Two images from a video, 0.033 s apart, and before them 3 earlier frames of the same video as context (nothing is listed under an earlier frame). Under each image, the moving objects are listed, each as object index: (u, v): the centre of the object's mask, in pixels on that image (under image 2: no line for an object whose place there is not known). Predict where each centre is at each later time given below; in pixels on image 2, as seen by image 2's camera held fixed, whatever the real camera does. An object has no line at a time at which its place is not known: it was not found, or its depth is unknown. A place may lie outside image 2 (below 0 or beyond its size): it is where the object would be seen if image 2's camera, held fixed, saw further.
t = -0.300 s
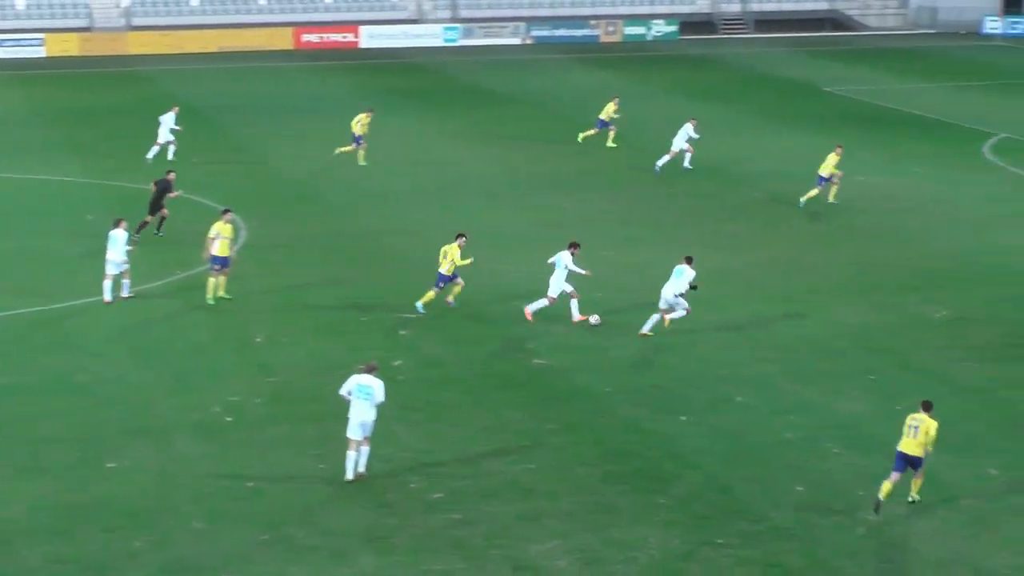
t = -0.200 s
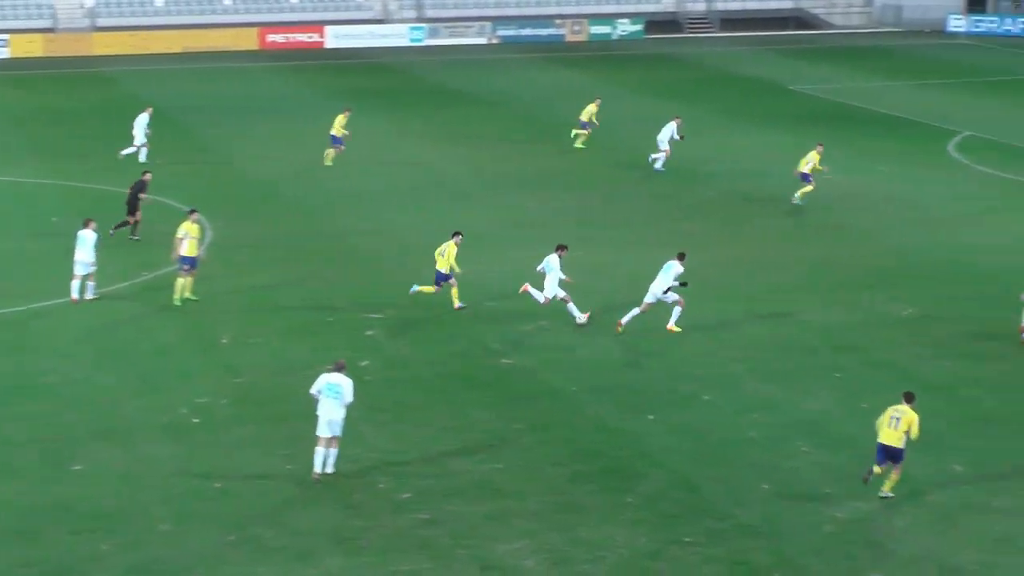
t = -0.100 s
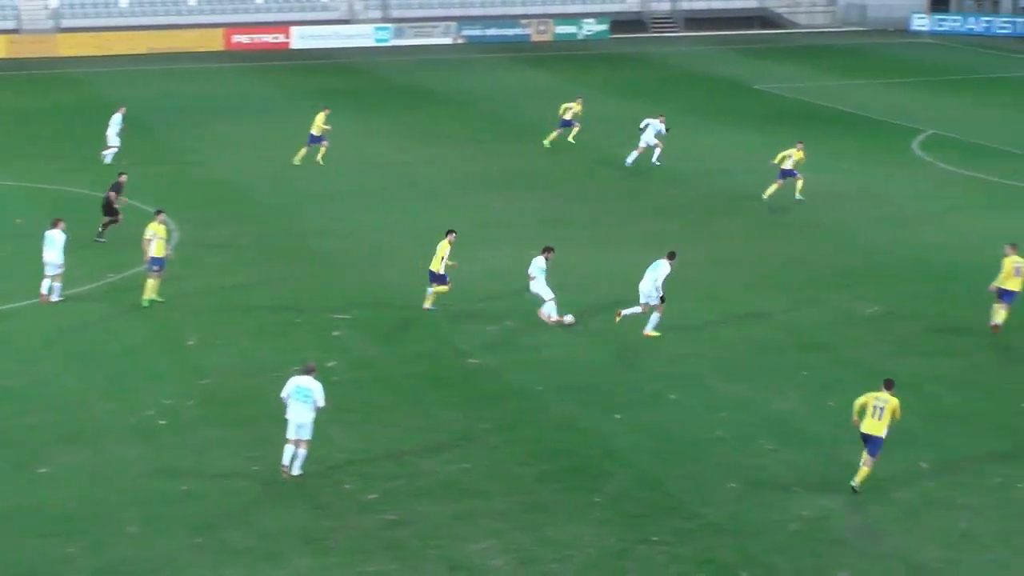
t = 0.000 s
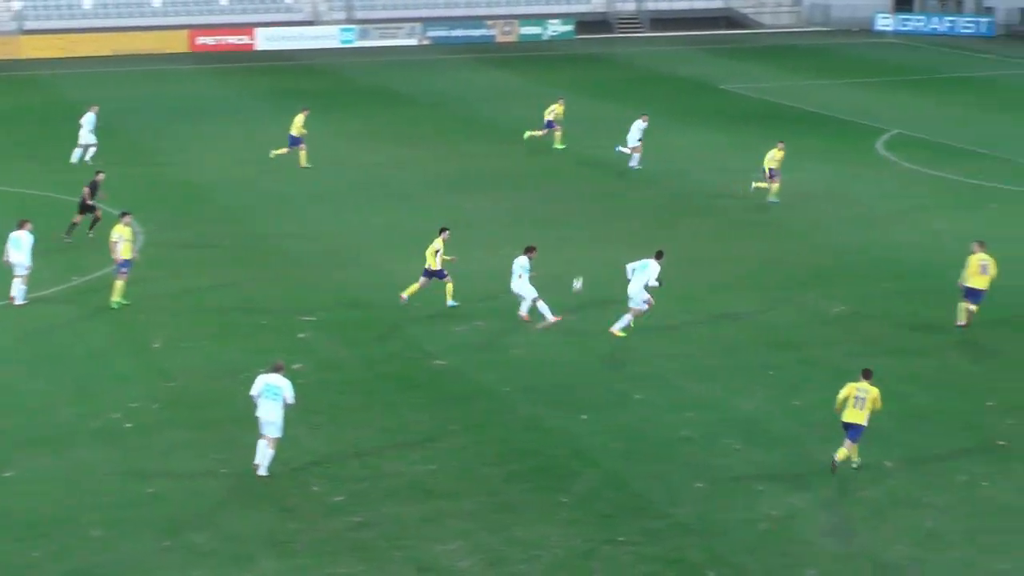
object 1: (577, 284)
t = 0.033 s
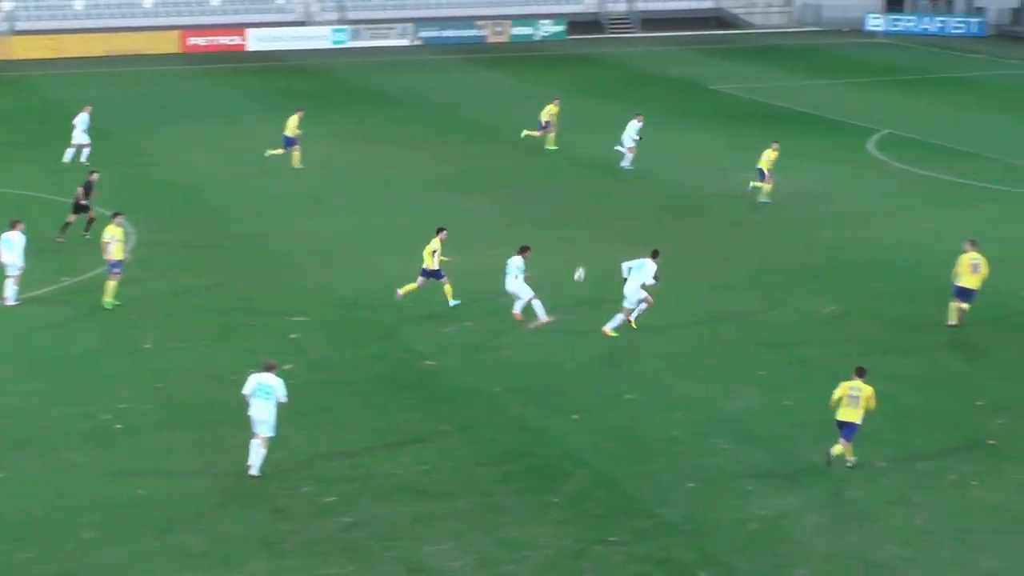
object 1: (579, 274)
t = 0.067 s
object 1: (596, 256)
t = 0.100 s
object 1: (612, 238)
